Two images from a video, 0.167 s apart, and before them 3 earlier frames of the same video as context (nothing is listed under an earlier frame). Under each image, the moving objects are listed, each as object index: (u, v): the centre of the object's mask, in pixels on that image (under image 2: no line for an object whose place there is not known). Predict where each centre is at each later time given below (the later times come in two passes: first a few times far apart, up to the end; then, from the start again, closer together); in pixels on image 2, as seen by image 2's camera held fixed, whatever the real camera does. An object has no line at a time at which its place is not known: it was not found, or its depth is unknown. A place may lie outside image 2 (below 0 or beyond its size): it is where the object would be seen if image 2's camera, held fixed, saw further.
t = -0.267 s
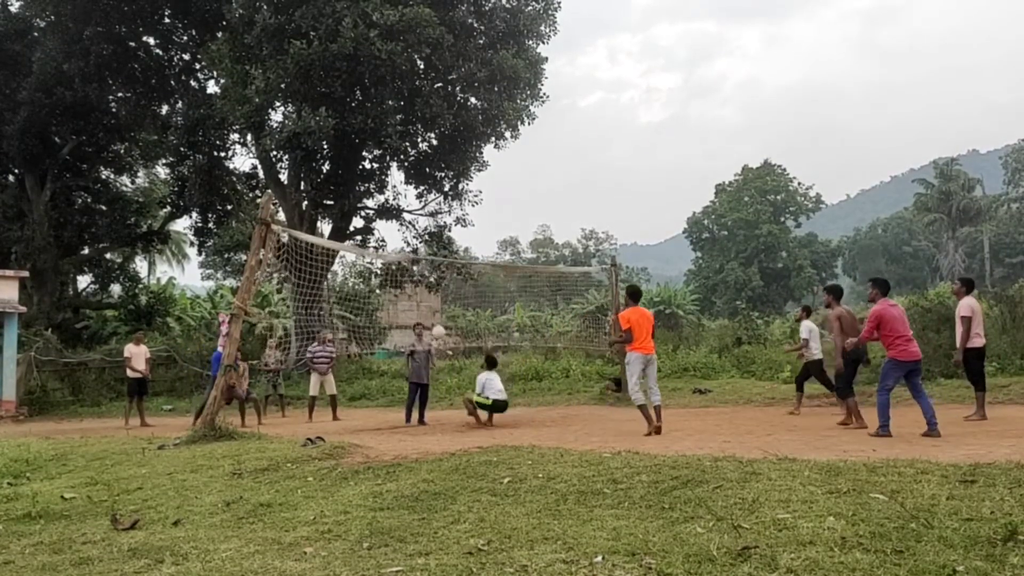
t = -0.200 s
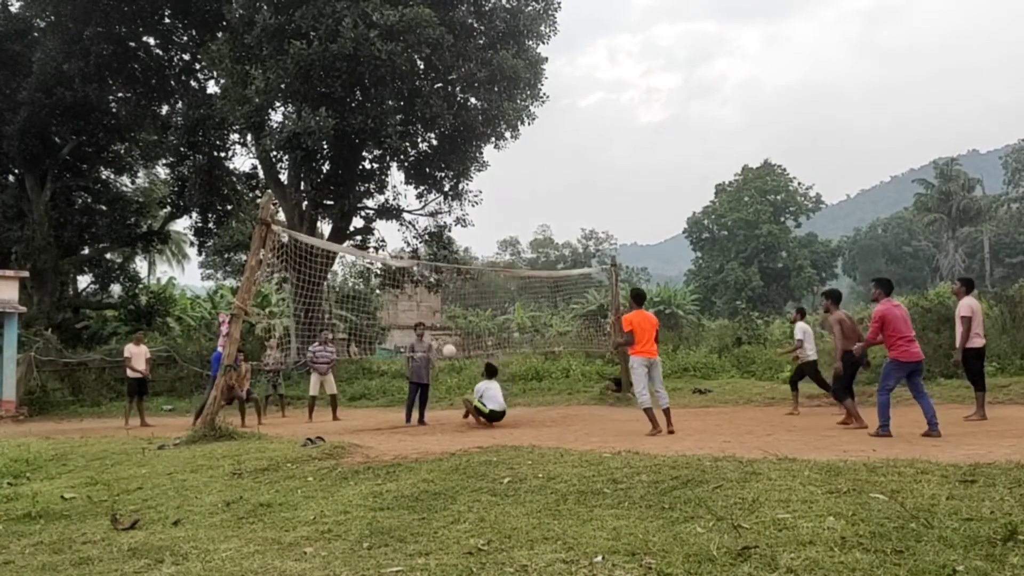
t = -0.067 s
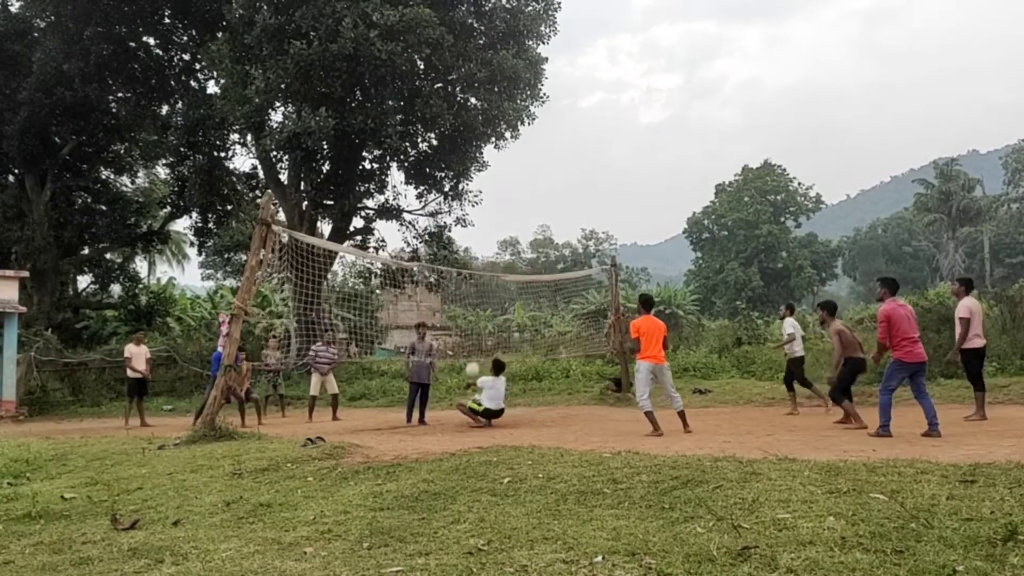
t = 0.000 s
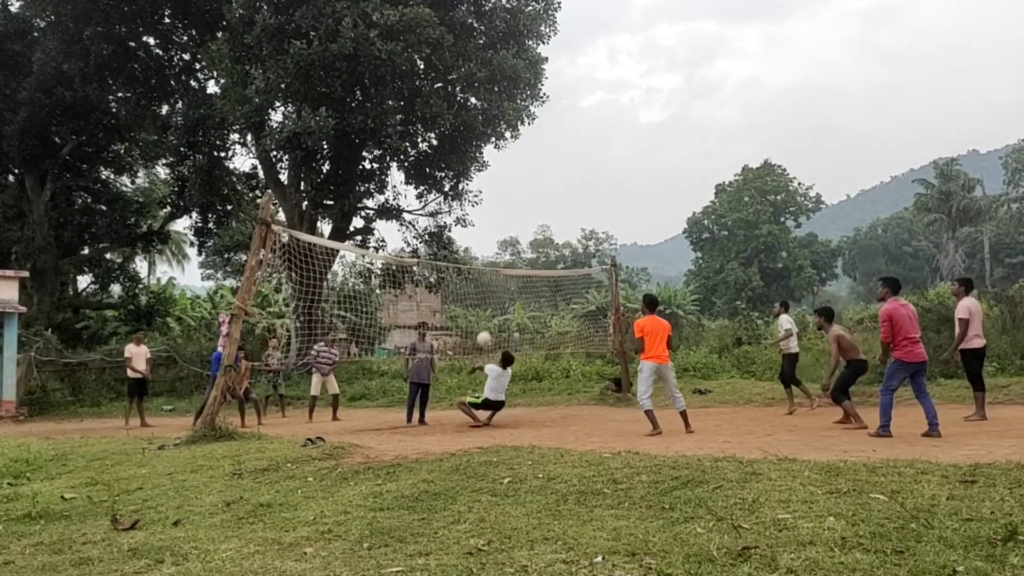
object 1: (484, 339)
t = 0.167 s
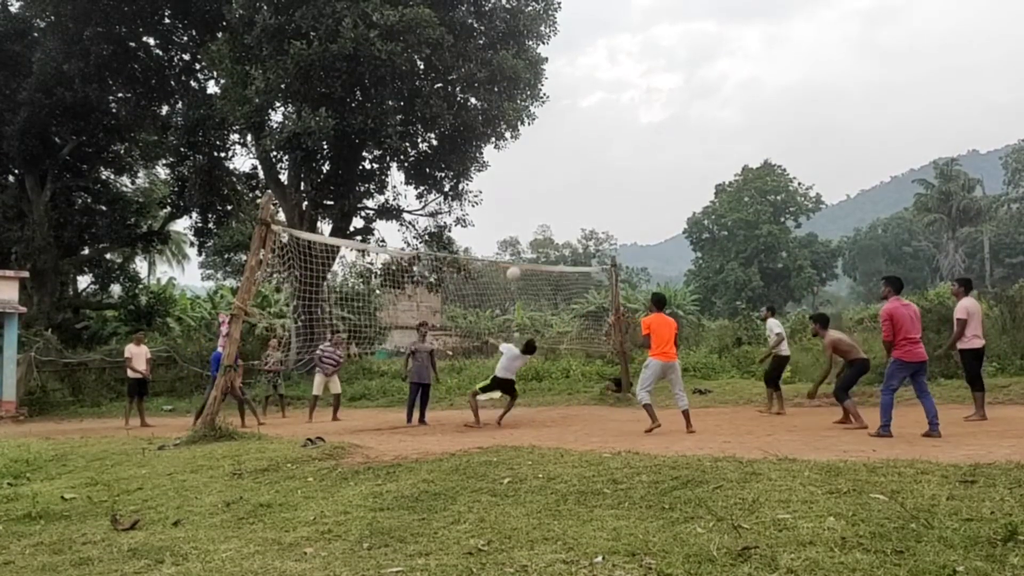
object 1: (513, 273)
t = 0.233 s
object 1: (525, 252)
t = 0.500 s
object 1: (578, 195)
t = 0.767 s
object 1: (637, 190)
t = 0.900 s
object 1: (670, 209)
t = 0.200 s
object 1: (519, 262)
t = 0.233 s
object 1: (525, 252)
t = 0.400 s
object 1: (558, 211)
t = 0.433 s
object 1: (565, 205)
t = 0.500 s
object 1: (578, 195)
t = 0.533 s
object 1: (585, 191)
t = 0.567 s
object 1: (592, 189)
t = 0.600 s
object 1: (600, 186)
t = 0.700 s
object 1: (622, 186)
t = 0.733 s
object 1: (629, 188)
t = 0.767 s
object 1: (637, 190)
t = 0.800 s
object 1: (645, 193)
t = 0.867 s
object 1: (662, 203)
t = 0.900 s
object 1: (670, 209)
